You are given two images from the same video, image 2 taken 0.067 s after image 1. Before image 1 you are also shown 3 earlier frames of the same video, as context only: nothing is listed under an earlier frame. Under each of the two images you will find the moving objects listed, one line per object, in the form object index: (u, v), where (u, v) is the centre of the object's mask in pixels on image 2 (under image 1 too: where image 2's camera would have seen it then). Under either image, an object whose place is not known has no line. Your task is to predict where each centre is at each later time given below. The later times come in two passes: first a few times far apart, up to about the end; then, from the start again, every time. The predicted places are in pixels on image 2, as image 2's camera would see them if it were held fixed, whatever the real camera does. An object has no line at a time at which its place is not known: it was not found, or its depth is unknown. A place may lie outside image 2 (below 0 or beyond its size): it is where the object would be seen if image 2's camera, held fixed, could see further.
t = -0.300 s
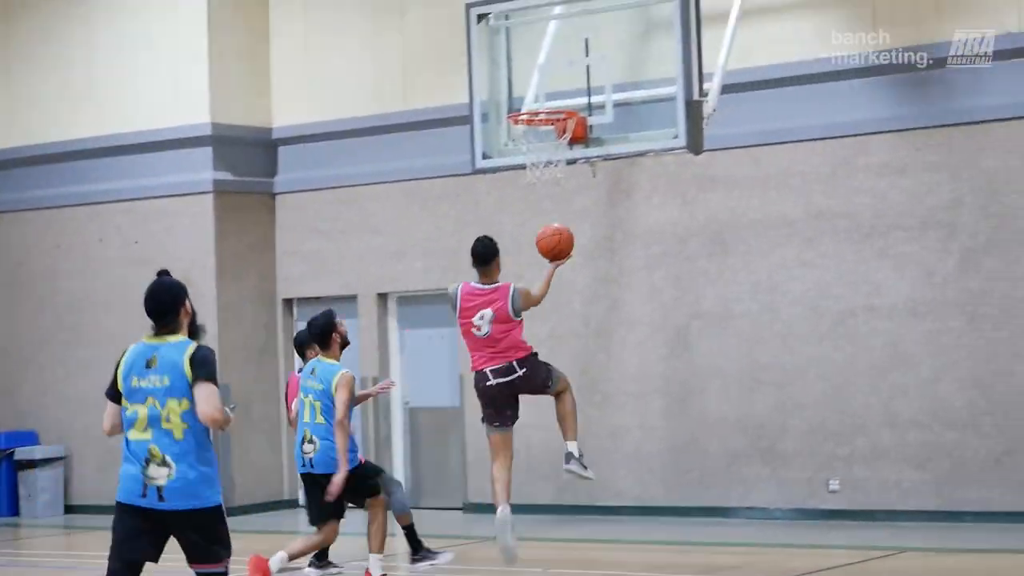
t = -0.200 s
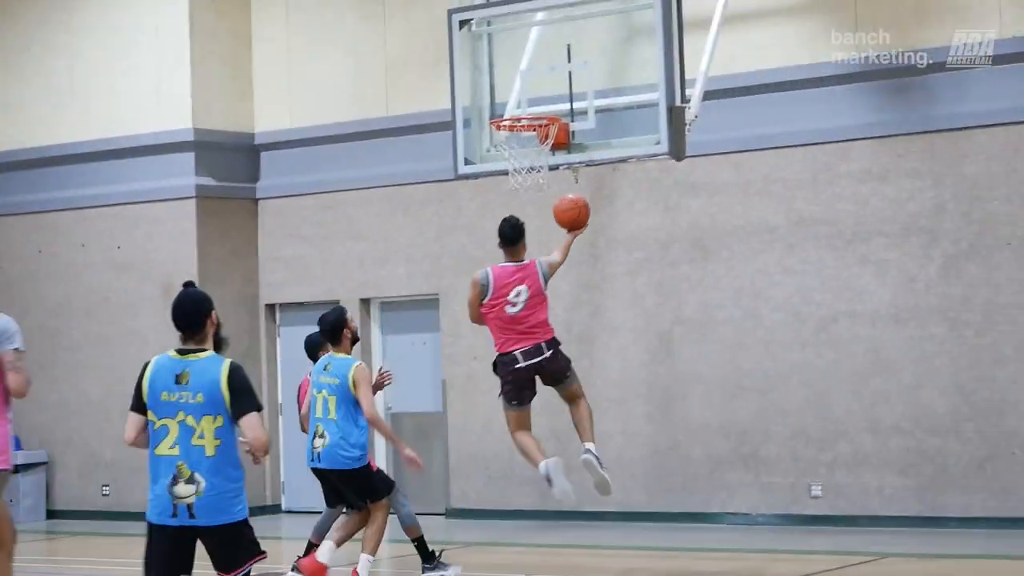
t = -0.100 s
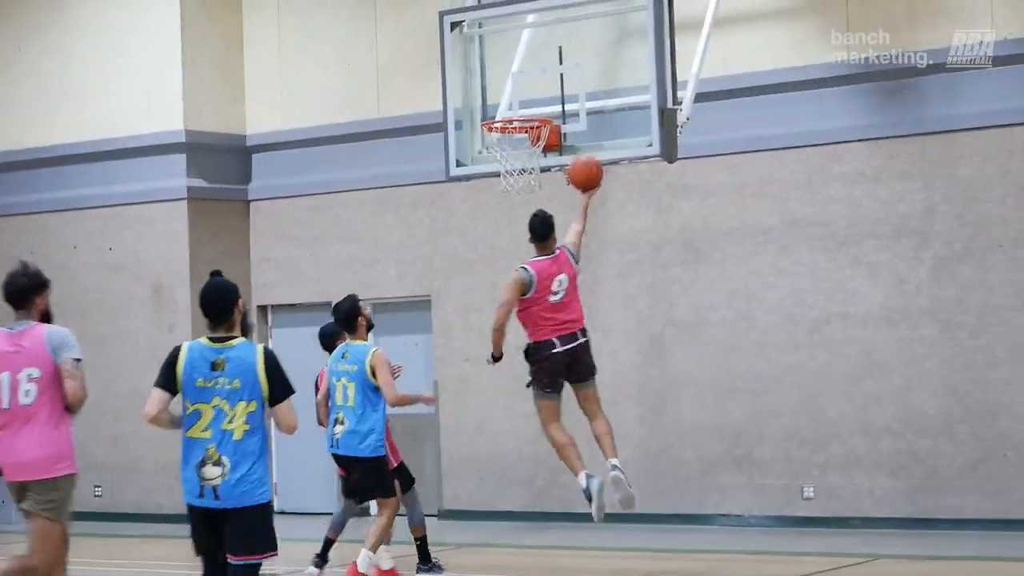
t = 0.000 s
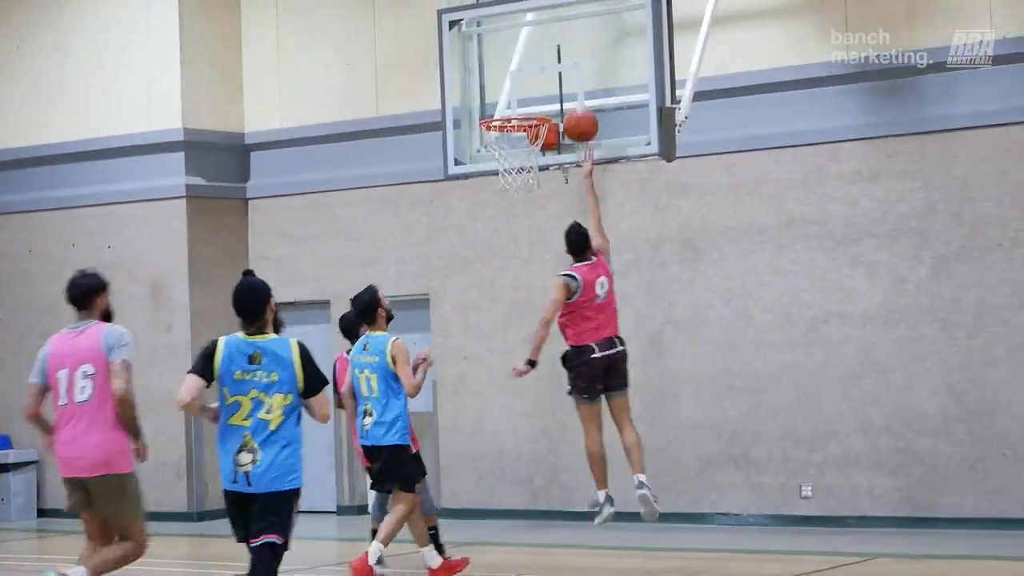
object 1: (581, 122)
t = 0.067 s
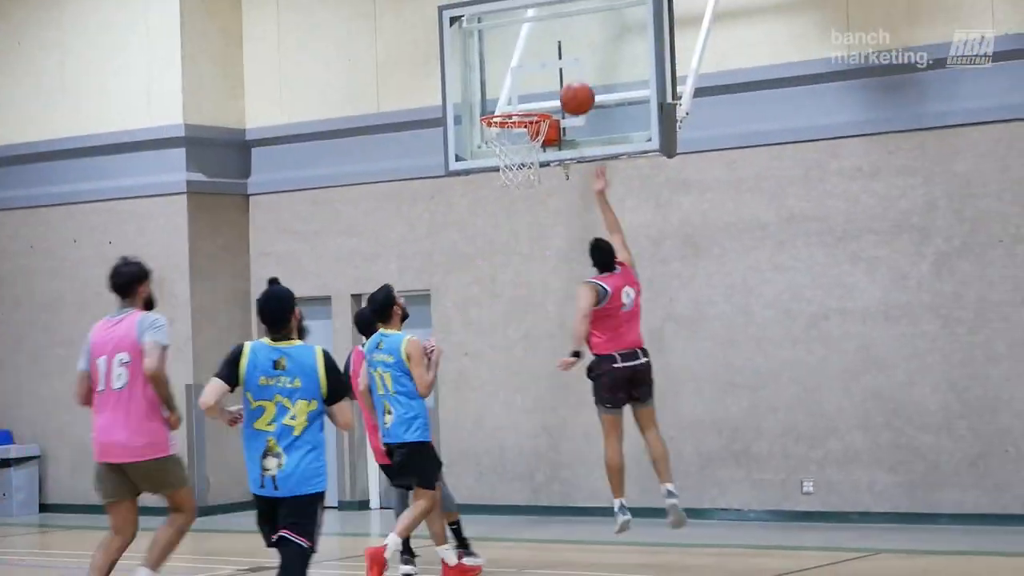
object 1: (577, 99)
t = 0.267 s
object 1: (545, 65)
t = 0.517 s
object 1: (494, 102)
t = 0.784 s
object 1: (520, 114)
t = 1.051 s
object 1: (496, 151)
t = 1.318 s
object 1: (511, 227)
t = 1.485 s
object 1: (523, 326)
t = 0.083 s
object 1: (576, 95)
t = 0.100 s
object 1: (575, 89)
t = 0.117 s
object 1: (574, 85)
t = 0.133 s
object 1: (573, 82)
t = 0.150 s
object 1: (570, 78)
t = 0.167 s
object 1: (566, 76)
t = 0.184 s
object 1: (563, 73)
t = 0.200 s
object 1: (559, 70)
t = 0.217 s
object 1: (555, 68)
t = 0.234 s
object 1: (552, 67)
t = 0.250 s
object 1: (548, 66)
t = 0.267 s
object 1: (545, 65)
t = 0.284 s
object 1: (541, 65)
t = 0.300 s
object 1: (538, 65)
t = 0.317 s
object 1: (534, 66)
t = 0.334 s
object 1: (531, 66)
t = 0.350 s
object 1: (528, 68)
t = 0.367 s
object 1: (524, 69)
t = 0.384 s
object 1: (521, 71)
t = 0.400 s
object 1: (518, 73)
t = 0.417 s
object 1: (514, 77)
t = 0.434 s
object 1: (511, 80)
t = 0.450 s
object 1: (507, 84)
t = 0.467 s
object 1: (504, 88)
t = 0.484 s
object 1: (500, 93)
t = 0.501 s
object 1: (497, 98)
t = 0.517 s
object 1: (494, 102)
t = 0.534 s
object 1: (495, 103)
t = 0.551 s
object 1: (497, 101)
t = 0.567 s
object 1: (500, 101)
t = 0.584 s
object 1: (503, 100)
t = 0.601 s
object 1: (505, 100)
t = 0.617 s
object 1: (509, 100)
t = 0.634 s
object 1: (512, 101)
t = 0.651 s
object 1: (515, 102)
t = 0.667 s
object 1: (518, 102)
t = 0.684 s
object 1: (521, 103)
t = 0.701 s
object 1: (523, 105)
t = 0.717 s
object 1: (526, 105)
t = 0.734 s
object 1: (525, 113)
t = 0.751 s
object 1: (524, 112)
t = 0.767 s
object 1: (522, 114)
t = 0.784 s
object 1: (520, 114)
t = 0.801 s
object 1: (517, 116)
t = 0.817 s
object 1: (515, 118)
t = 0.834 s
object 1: (513, 120)
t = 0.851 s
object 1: (510, 122)
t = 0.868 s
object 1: (507, 125)
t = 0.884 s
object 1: (505, 128)
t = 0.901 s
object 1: (503, 132)
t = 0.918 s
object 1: (501, 134)
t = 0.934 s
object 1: (499, 136)
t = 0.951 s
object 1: (498, 139)
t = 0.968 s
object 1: (497, 140)
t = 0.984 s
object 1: (497, 142)
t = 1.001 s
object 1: (497, 145)
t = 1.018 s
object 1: (496, 147)
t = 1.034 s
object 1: (496, 148)
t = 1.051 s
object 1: (496, 151)
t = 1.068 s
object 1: (497, 153)
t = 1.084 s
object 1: (497, 156)
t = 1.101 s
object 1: (498, 158)
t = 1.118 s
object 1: (500, 170)
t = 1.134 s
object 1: (501, 173)
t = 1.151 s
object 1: (501, 176)
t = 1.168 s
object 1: (502, 178)
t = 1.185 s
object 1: (502, 181)
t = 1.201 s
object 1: (504, 185)
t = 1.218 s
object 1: (505, 189)
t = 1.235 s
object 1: (505, 194)
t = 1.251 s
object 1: (506, 199)
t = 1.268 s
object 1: (507, 206)
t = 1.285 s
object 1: (508, 212)
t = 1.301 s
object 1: (510, 220)
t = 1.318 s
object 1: (511, 227)
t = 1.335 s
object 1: (512, 235)
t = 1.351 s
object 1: (513, 244)
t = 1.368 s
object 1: (514, 253)
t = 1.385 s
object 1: (515, 262)
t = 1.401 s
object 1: (517, 272)
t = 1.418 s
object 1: (517, 282)
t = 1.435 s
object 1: (519, 292)
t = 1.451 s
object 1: (520, 303)
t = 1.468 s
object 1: (522, 314)
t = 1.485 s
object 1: (523, 326)
